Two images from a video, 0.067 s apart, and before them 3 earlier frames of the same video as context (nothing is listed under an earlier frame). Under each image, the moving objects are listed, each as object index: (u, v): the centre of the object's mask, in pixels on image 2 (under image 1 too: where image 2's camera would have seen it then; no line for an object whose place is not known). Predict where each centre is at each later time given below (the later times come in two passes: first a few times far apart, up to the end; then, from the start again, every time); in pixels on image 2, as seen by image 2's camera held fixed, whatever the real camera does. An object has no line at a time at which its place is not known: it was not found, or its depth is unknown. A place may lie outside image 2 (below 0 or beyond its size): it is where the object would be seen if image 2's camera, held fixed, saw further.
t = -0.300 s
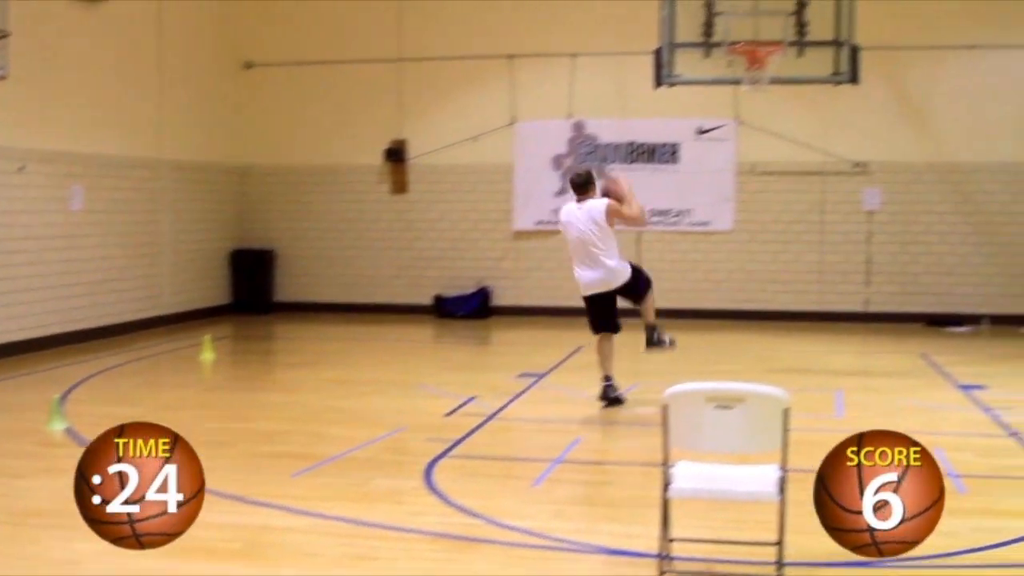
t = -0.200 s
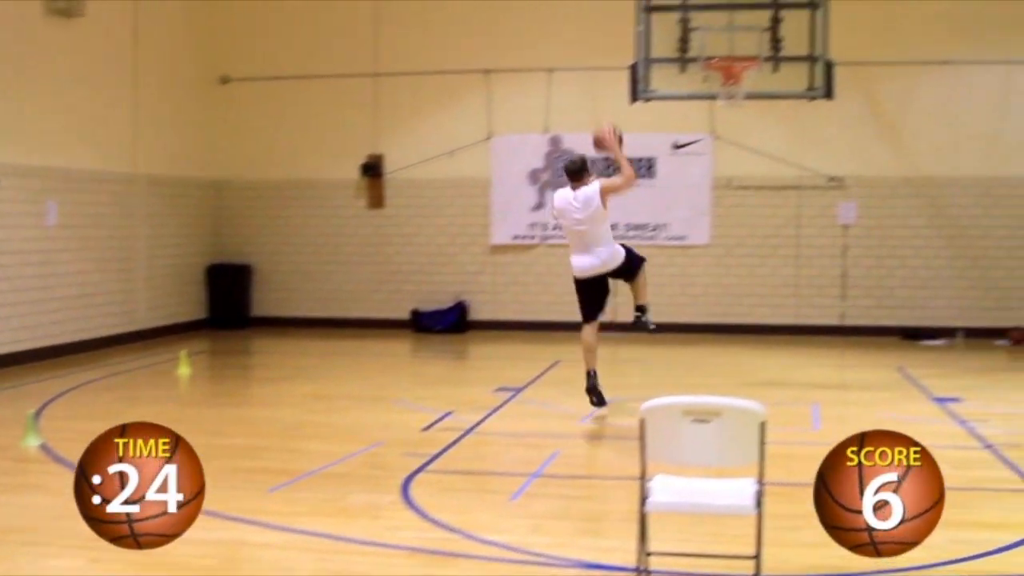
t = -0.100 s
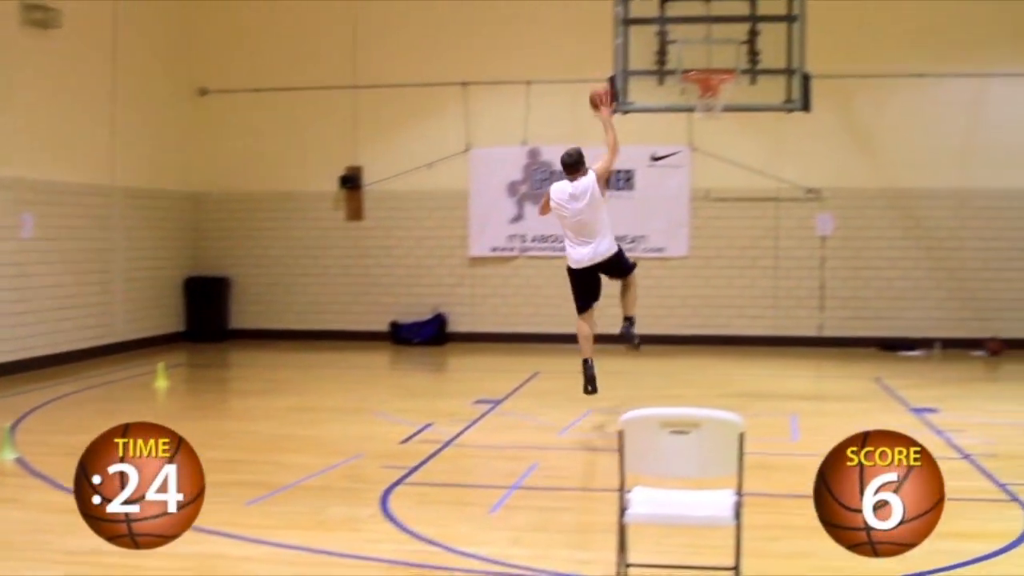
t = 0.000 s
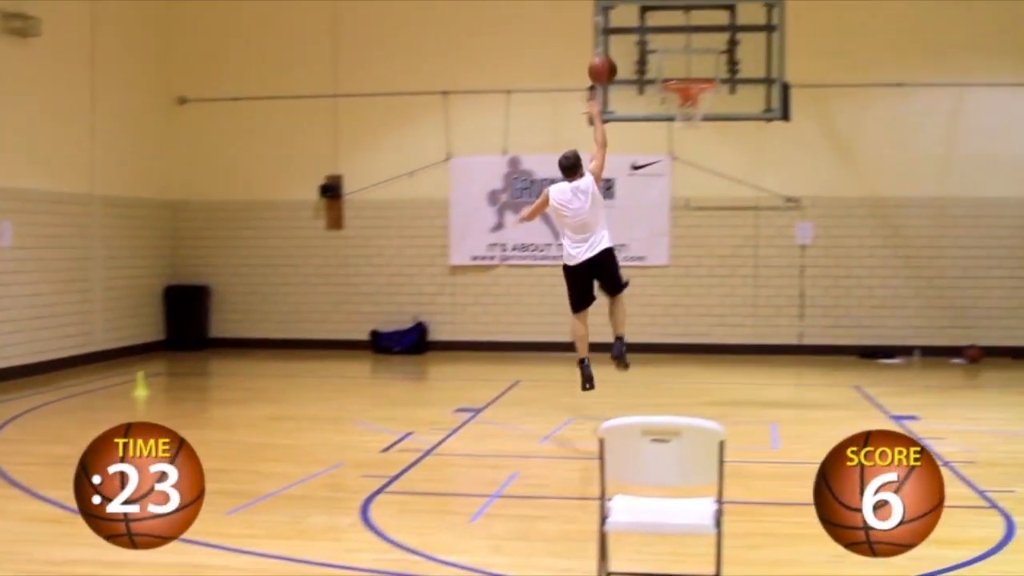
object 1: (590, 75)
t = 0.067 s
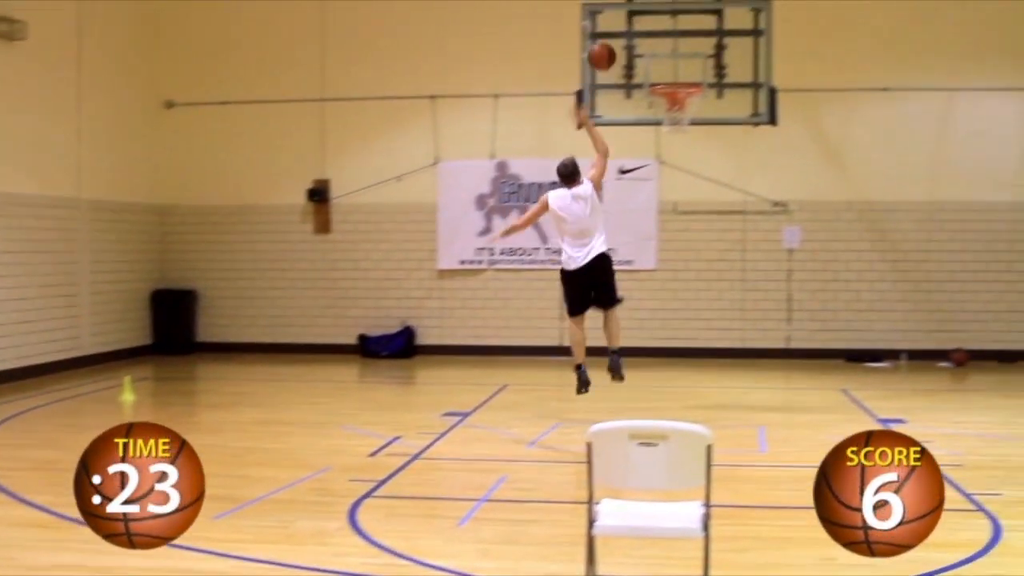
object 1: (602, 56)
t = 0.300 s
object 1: (637, 33)
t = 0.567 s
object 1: (674, 74)
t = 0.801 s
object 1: (677, 114)
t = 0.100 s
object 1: (607, 49)
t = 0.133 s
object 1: (612, 44)
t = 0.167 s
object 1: (618, 39)
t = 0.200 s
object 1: (622, 35)
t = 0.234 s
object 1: (628, 34)
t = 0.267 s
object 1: (633, 32)
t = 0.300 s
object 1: (637, 33)
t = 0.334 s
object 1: (642, 34)
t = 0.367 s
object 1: (647, 37)
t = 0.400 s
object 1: (651, 40)
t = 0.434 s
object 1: (656, 45)
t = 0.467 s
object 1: (661, 52)
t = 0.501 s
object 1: (665, 59)
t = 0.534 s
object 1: (669, 67)
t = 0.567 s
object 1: (674, 74)
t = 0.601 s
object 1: (680, 78)
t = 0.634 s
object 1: (682, 99)
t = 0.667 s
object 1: (684, 104)
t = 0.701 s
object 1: (683, 108)
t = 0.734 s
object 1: (681, 109)
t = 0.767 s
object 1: (679, 111)
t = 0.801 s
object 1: (677, 114)
